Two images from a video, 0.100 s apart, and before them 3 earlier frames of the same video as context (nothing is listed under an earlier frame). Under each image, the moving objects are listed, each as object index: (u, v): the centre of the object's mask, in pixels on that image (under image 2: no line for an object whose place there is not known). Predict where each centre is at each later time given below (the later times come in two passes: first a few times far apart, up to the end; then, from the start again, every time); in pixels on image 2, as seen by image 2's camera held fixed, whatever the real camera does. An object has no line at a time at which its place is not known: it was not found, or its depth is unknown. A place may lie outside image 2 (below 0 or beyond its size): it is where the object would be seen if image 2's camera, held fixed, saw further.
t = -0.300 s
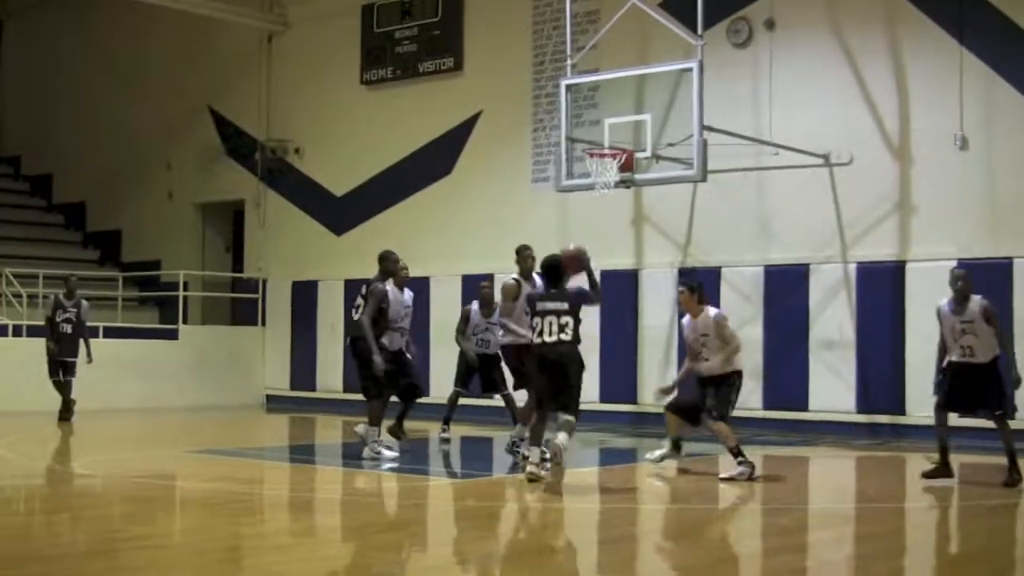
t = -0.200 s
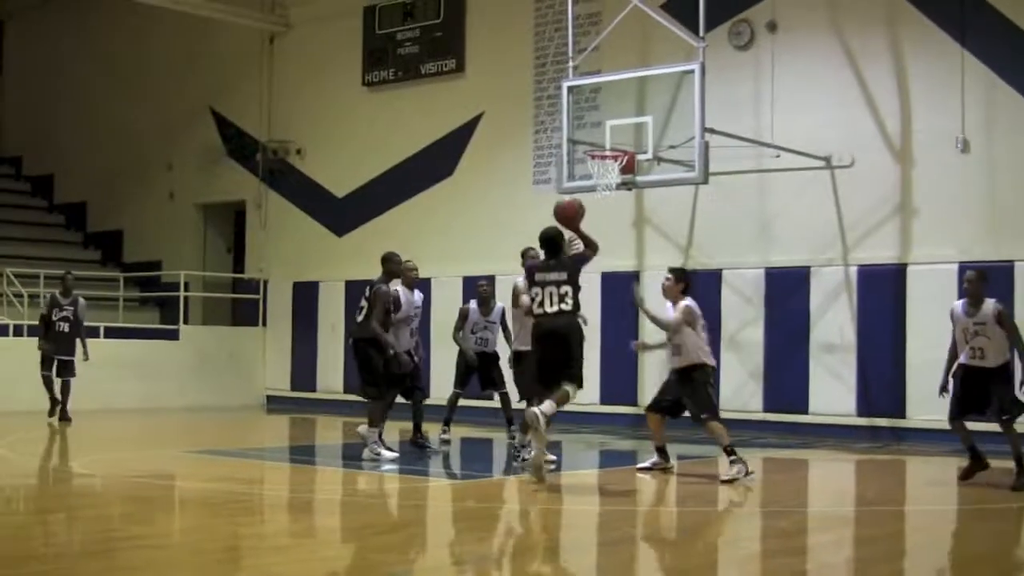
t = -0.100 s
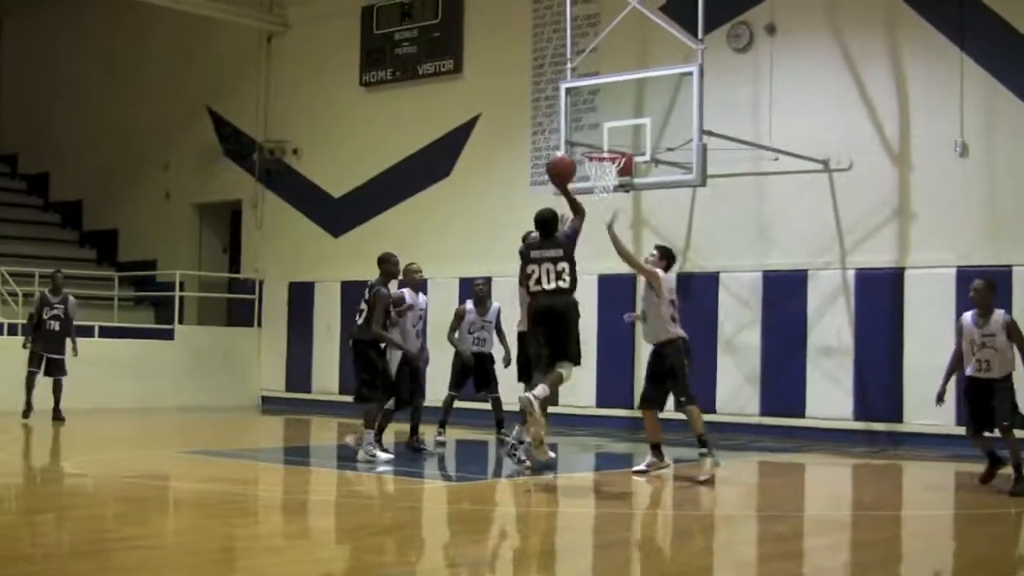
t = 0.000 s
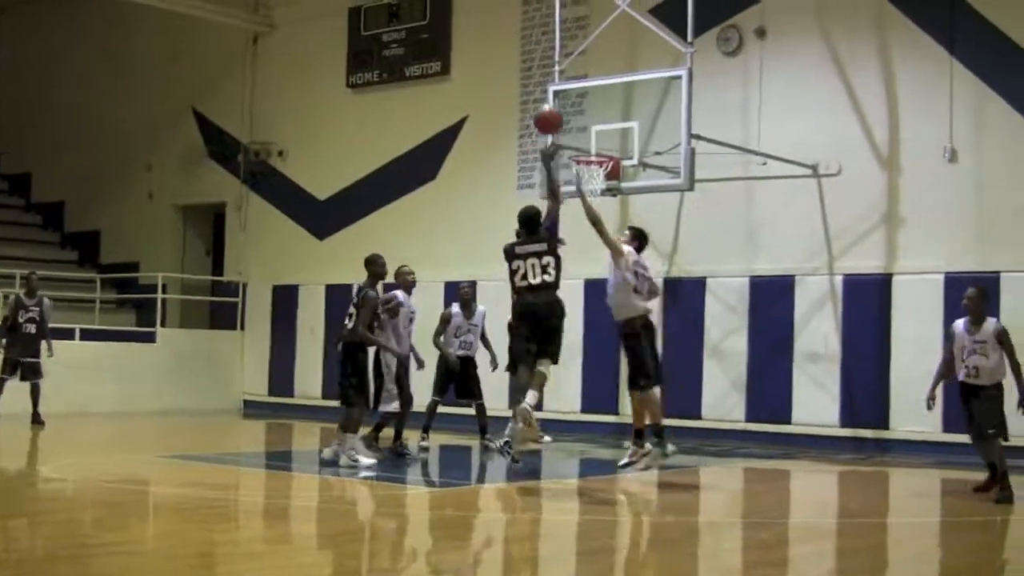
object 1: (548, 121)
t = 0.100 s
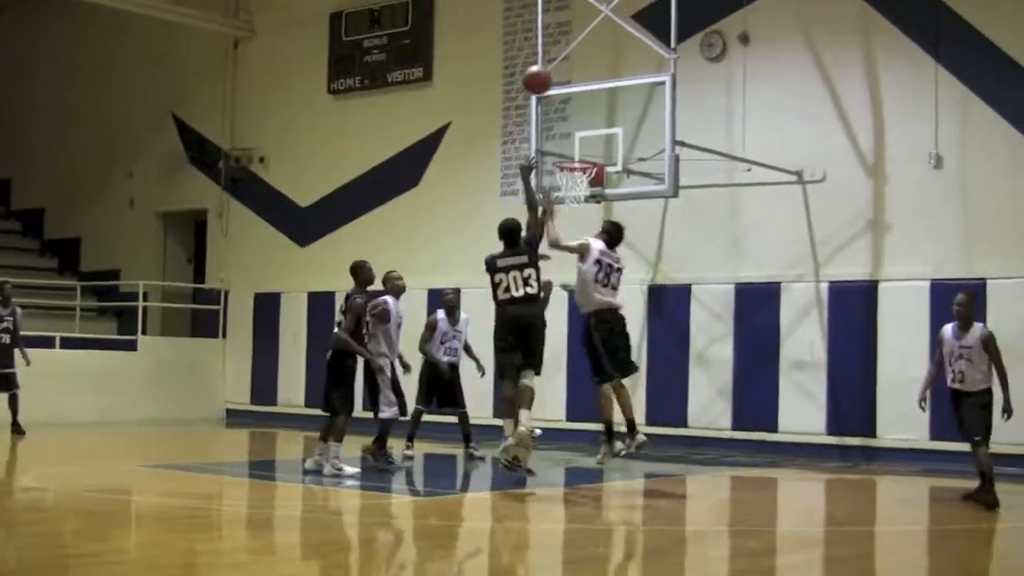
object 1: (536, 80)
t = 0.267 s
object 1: (544, 36)
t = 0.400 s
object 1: (549, 25)
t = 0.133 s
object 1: (539, 68)
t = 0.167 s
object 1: (540, 58)
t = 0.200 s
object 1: (542, 49)
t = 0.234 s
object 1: (543, 42)
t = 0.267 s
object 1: (544, 36)
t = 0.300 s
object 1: (546, 32)
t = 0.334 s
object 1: (546, 29)
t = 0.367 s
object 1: (548, 26)
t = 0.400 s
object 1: (549, 25)
